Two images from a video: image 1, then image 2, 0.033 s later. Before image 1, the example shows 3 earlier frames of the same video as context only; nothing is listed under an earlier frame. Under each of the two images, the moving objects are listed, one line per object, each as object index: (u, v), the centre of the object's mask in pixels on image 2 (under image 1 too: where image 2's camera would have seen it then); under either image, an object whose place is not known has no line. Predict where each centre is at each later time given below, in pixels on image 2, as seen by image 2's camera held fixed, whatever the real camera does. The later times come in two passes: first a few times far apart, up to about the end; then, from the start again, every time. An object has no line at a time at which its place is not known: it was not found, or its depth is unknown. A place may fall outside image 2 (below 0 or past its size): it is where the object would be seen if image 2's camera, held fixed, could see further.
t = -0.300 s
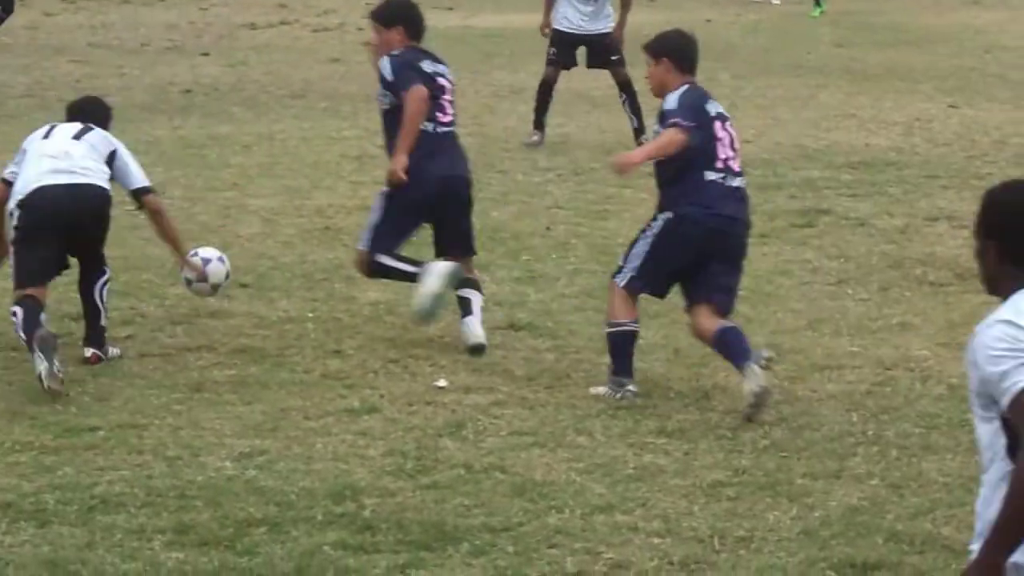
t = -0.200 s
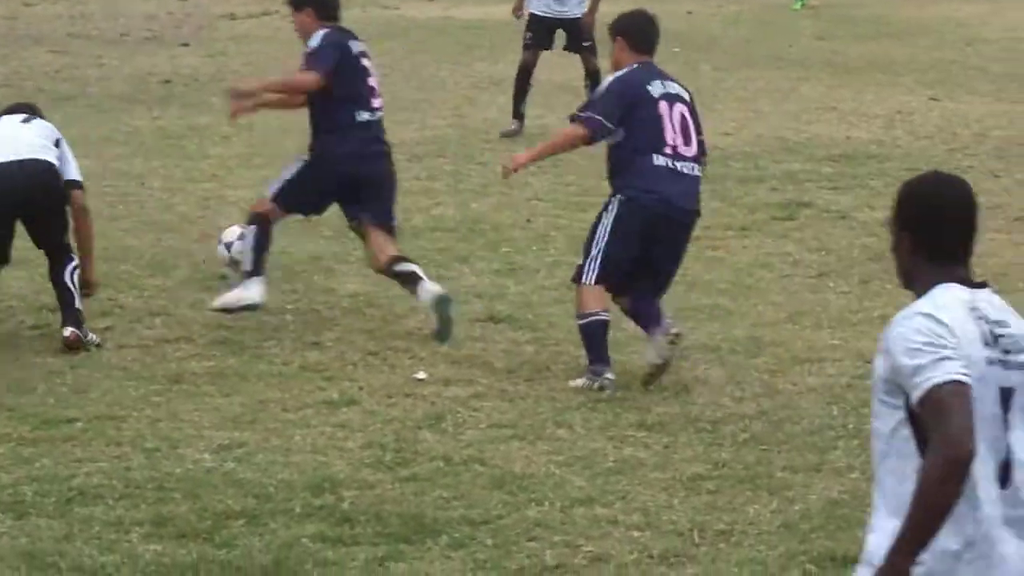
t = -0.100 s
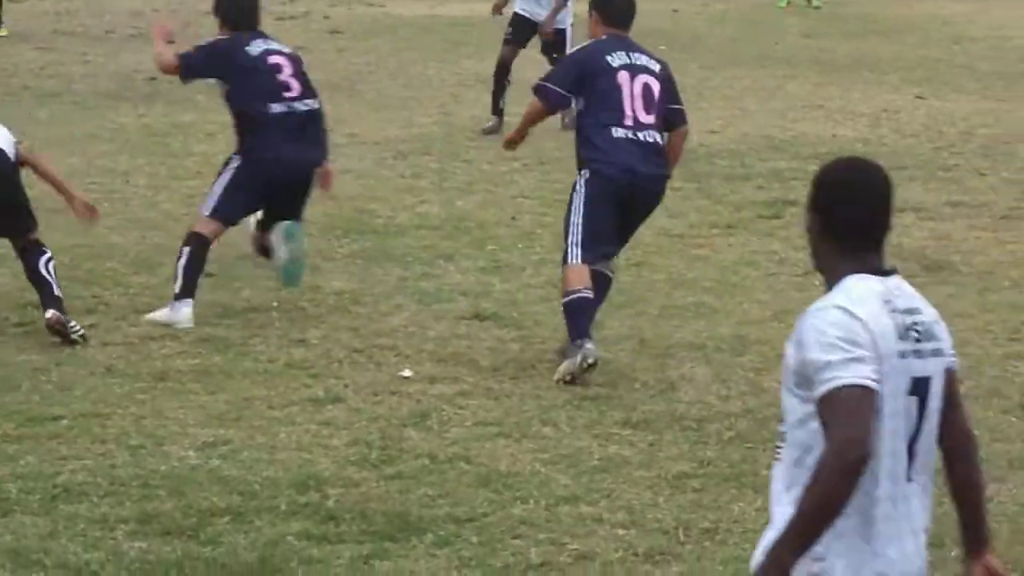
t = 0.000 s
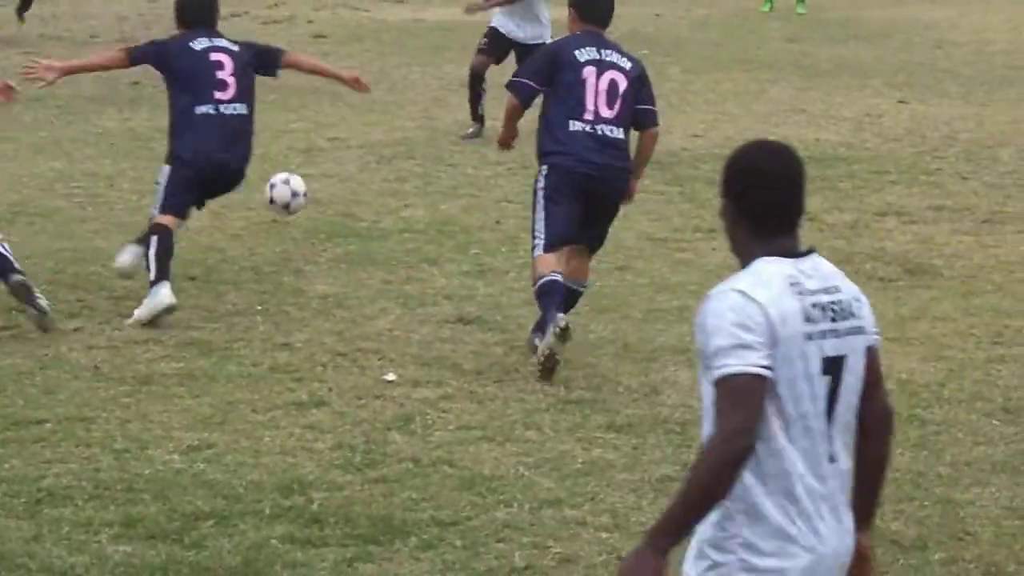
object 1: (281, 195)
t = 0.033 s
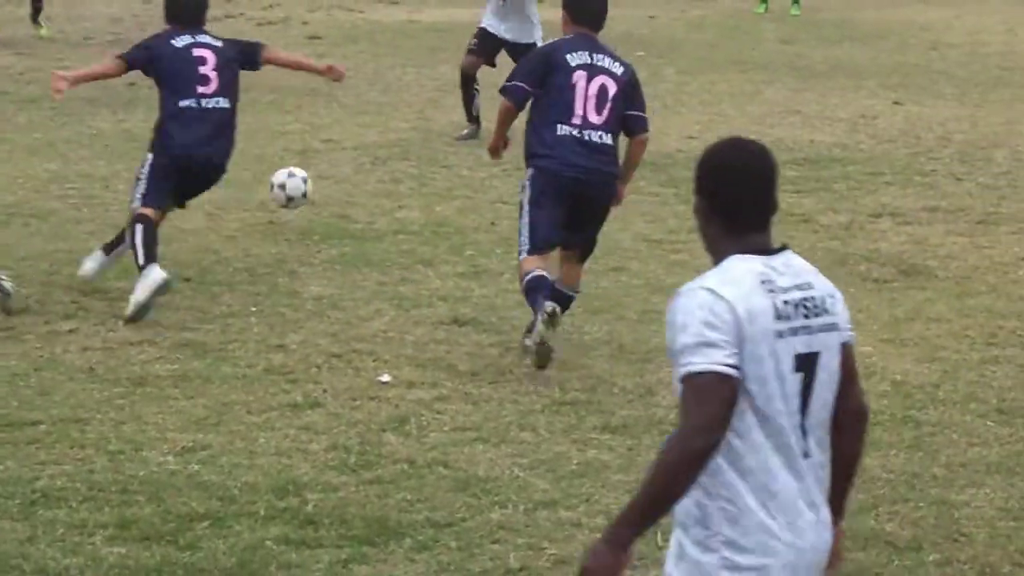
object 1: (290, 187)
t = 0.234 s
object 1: (342, 188)
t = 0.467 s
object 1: (369, 143)
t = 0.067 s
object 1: (298, 181)
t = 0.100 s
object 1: (307, 178)
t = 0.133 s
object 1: (317, 178)
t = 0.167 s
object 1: (326, 178)
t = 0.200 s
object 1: (334, 182)
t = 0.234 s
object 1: (342, 188)
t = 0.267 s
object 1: (347, 185)
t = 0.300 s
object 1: (352, 174)
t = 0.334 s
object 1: (355, 162)
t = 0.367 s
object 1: (359, 155)
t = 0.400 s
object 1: (361, 148)
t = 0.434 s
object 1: (365, 145)
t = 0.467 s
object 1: (369, 143)
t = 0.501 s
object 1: (372, 144)
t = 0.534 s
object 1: (374, 145)
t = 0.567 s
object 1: (379, 149)
